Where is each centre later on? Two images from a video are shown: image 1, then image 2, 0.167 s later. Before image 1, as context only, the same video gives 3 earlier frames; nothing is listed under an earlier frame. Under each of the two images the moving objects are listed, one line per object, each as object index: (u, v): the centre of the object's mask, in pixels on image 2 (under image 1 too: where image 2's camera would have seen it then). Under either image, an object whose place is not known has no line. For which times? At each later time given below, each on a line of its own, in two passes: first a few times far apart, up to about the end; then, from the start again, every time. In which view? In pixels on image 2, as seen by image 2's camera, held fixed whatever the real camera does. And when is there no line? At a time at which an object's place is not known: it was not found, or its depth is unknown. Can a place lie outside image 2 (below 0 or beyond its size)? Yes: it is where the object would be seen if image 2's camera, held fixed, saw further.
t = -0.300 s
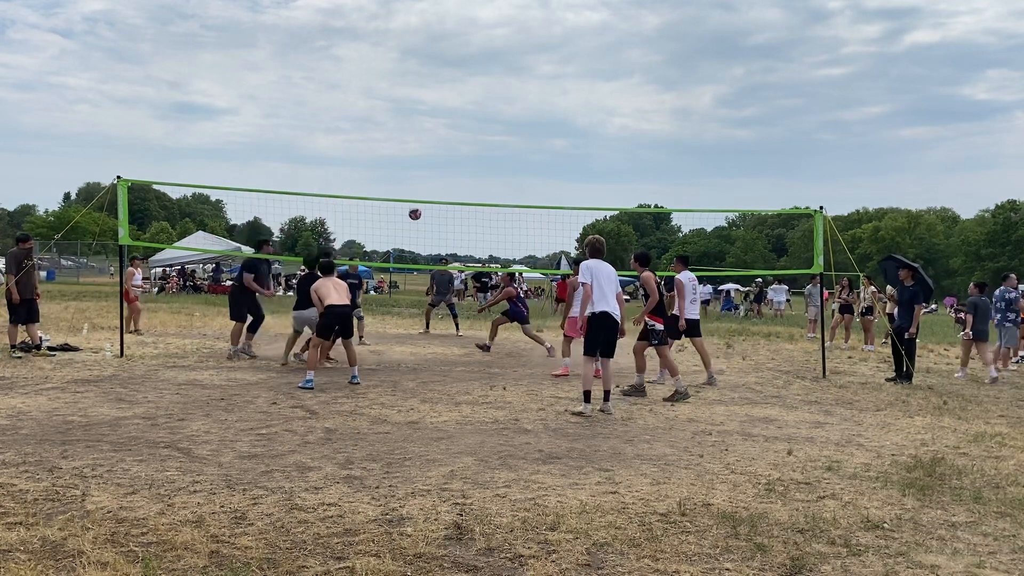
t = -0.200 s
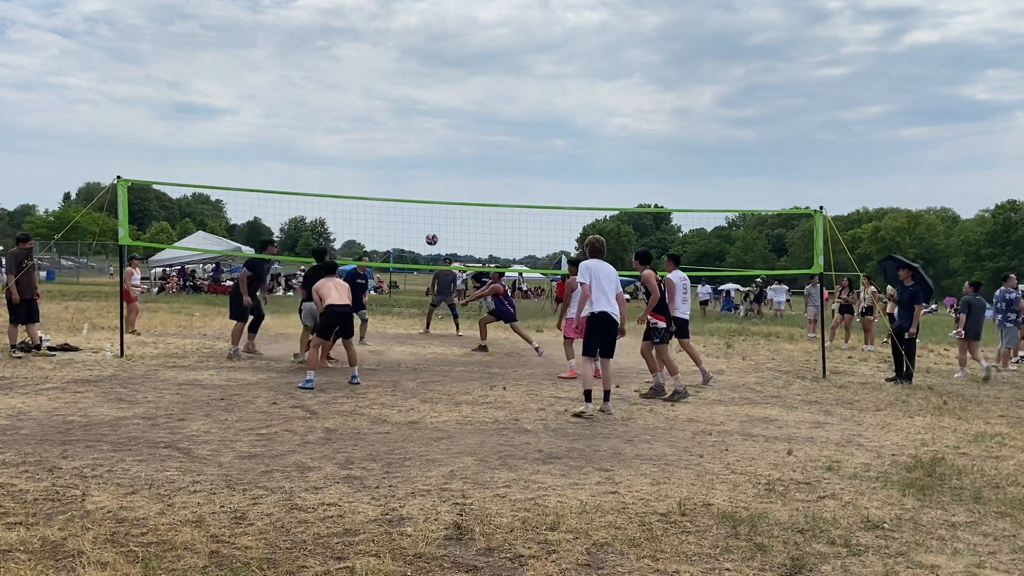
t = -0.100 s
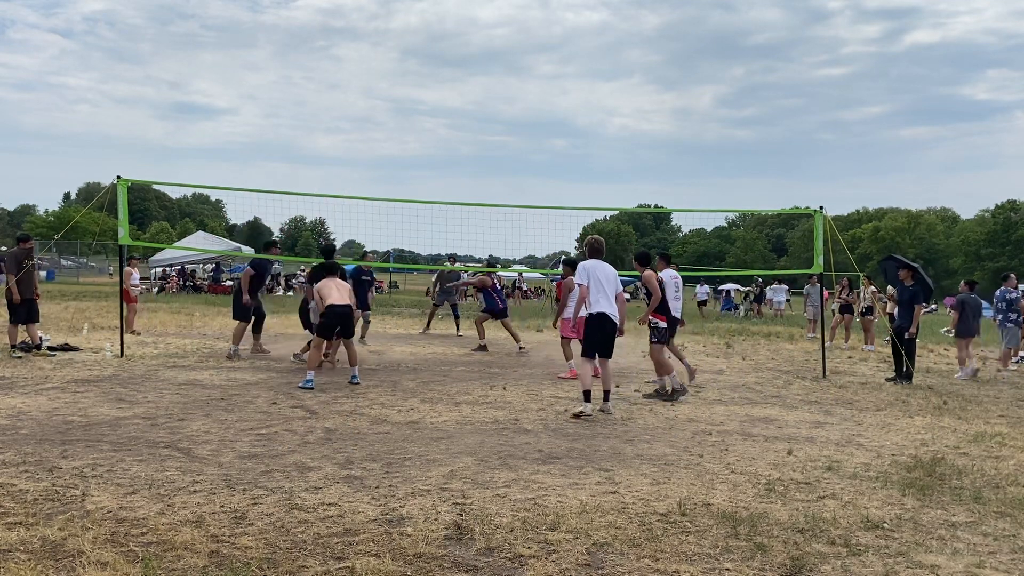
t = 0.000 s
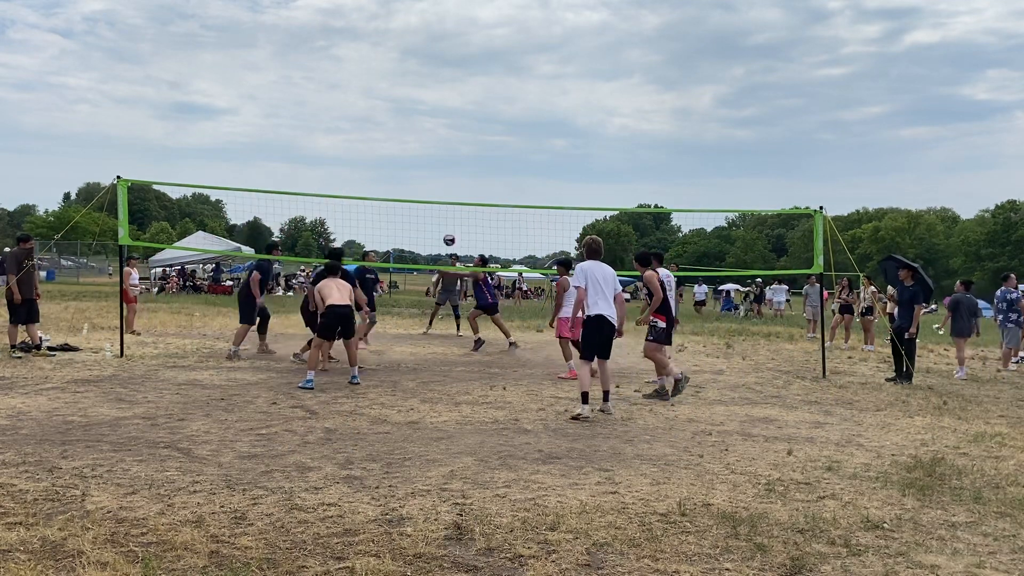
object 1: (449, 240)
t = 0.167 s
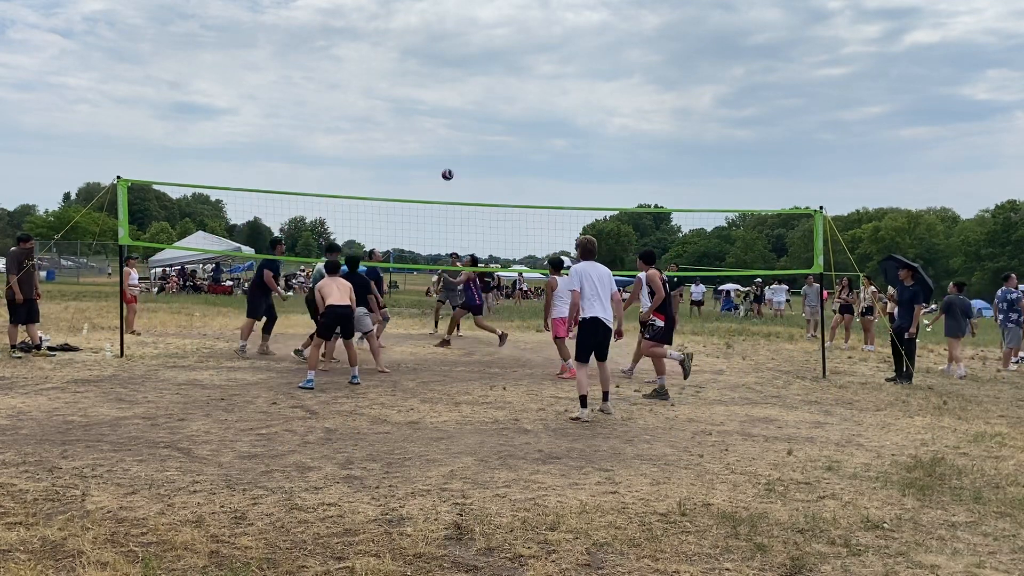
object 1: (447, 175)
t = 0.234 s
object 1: (447, 153)
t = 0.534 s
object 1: (443, 87)
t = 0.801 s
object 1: (440, 72)
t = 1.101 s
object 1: (437, 105)
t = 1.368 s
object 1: (434, 179)
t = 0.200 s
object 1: (447, 163)
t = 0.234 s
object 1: (447, 153)
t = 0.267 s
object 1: (446, 143)
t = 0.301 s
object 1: (446, 134)
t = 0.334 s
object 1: (445, 125)
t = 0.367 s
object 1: (445, 117)
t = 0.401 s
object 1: (445, 109)
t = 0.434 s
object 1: (444, 103)
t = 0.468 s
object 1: (444, 97)
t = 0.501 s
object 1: (444, 91)
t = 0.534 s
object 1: (443, 87)
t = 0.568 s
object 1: (443, 82)
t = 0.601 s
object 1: (442, 79)
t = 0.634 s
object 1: (442, 76)
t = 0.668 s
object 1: (442, 74)
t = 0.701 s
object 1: (442, 72)
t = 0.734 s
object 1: (441, 72)
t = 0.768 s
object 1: (441, 71)
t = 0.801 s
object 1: (440, 72)
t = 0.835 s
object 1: (440, 73)
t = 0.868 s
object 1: (440, 75)
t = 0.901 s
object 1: (439, 77)
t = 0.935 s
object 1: (439, 80)
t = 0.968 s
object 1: (438, 84)
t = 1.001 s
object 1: (438, 88)
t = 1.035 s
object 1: (438, 93)
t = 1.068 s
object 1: (437, 99)
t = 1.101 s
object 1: (437, 105)
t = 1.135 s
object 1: (437, 112)
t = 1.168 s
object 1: (436, 120)
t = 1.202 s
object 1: (436, 128)
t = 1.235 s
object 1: (435, 137)
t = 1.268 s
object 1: (435, 146)
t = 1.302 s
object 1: (434, 156)
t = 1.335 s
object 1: (434, 167)
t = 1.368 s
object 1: (434, 179)
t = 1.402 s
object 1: (433, 190)
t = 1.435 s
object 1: (434, 204)
